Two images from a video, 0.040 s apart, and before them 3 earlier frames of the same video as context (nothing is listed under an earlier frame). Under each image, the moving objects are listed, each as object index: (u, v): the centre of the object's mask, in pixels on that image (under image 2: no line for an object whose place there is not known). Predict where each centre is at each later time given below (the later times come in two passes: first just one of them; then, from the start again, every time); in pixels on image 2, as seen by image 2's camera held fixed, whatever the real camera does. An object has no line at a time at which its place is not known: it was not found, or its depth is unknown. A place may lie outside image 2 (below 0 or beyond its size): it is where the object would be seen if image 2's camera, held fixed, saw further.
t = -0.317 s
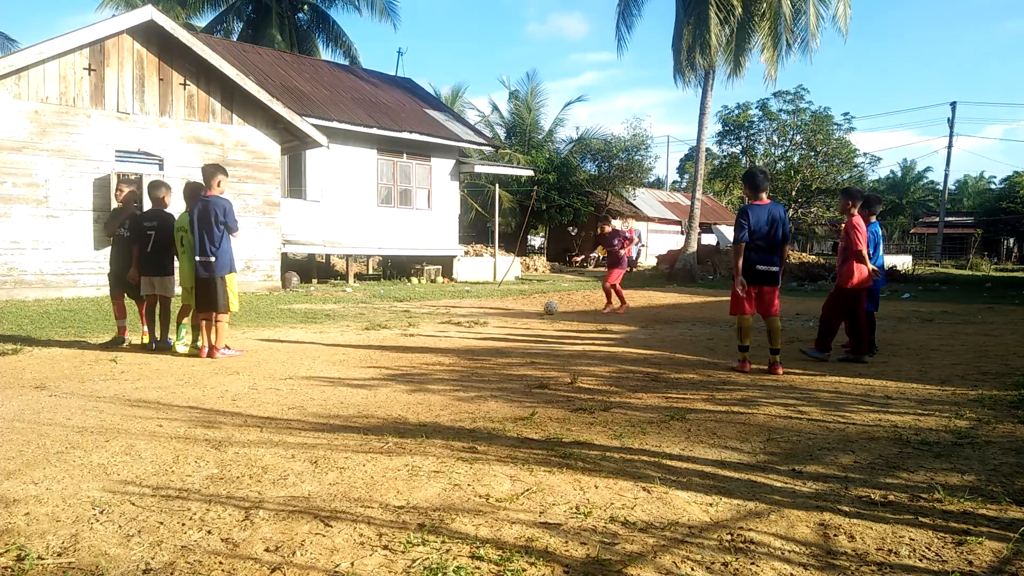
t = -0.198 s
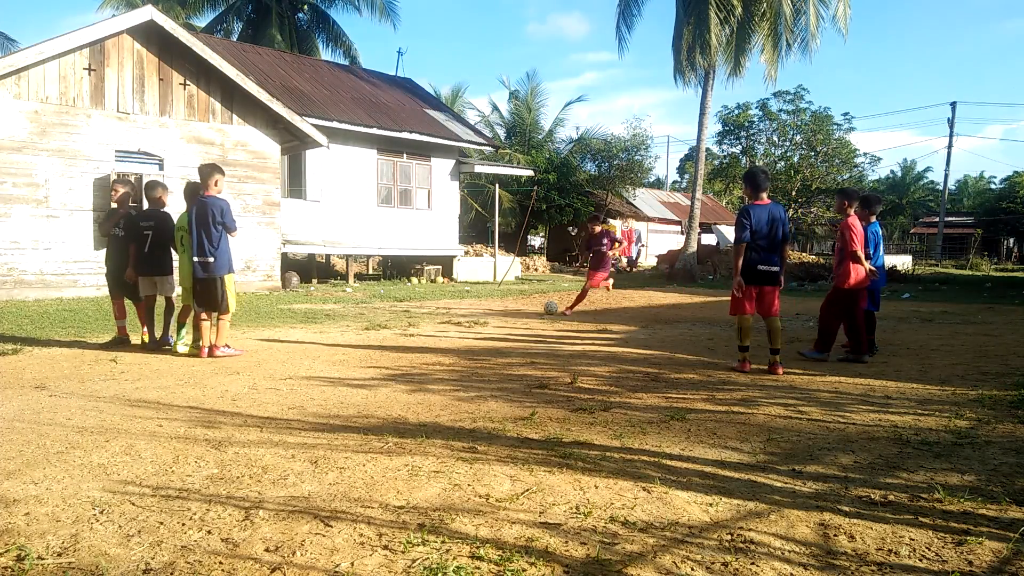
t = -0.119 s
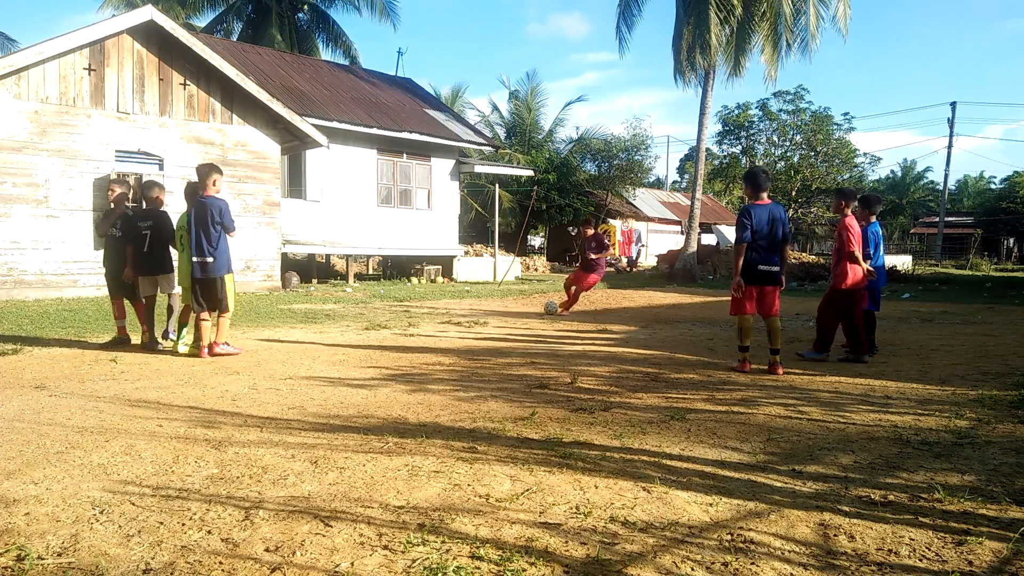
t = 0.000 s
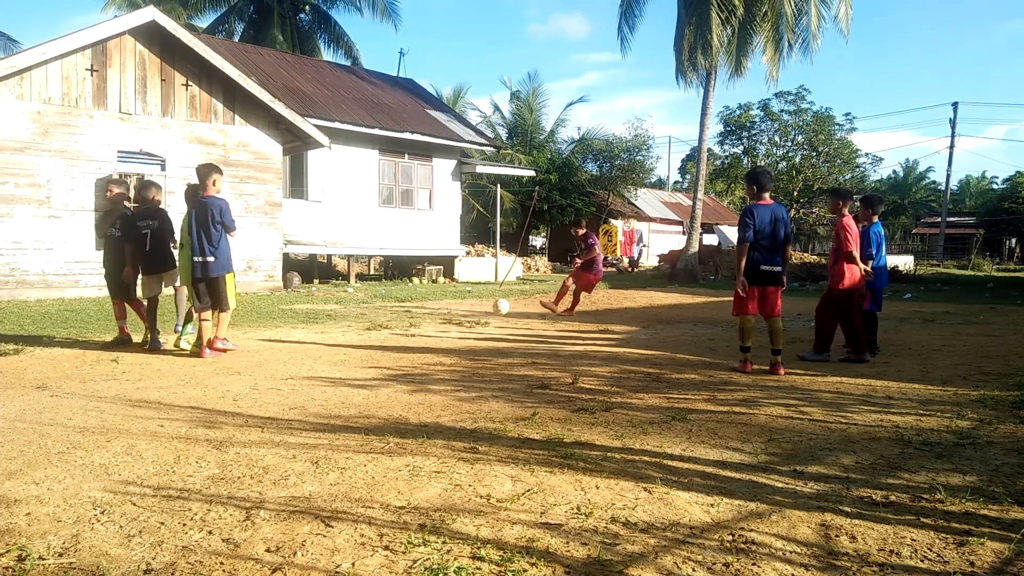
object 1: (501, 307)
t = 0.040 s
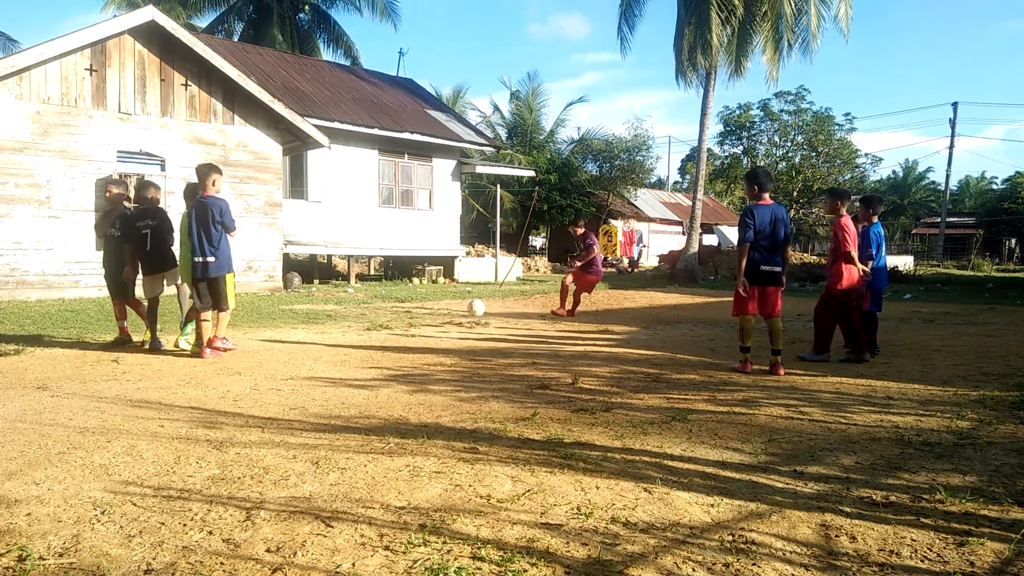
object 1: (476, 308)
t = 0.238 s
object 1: (289, 344)
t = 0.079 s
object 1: (448, 310)
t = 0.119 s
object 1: (417, 316)
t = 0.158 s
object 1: (381, 321)
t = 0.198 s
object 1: (339, 330)
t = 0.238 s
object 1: (289, 344)
